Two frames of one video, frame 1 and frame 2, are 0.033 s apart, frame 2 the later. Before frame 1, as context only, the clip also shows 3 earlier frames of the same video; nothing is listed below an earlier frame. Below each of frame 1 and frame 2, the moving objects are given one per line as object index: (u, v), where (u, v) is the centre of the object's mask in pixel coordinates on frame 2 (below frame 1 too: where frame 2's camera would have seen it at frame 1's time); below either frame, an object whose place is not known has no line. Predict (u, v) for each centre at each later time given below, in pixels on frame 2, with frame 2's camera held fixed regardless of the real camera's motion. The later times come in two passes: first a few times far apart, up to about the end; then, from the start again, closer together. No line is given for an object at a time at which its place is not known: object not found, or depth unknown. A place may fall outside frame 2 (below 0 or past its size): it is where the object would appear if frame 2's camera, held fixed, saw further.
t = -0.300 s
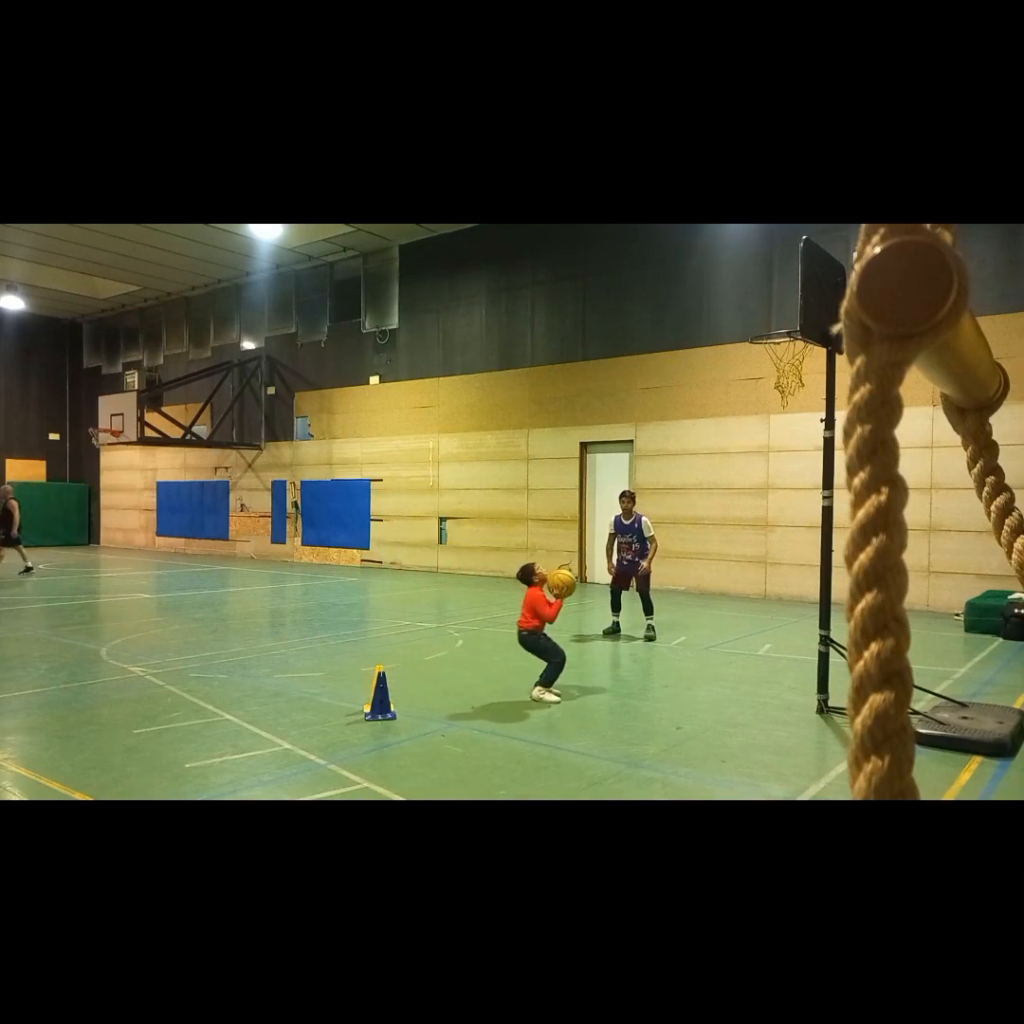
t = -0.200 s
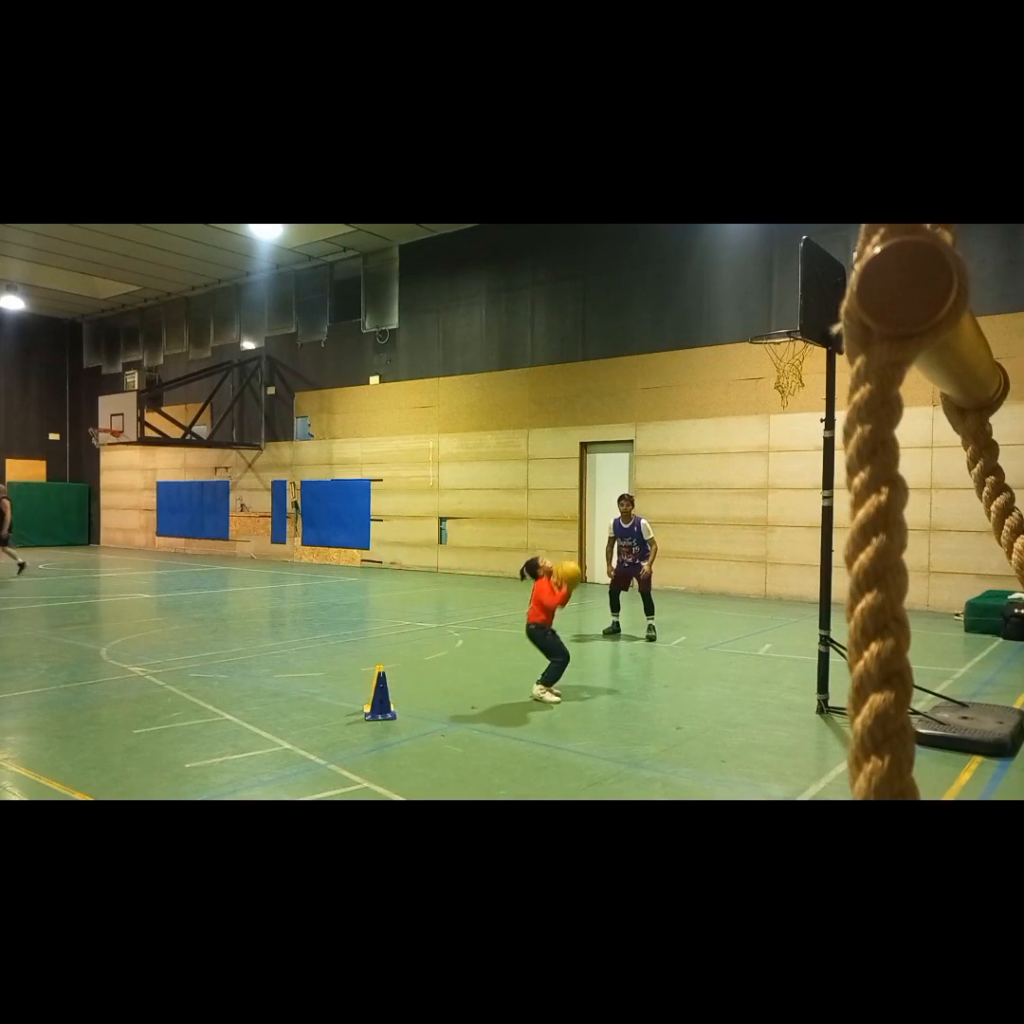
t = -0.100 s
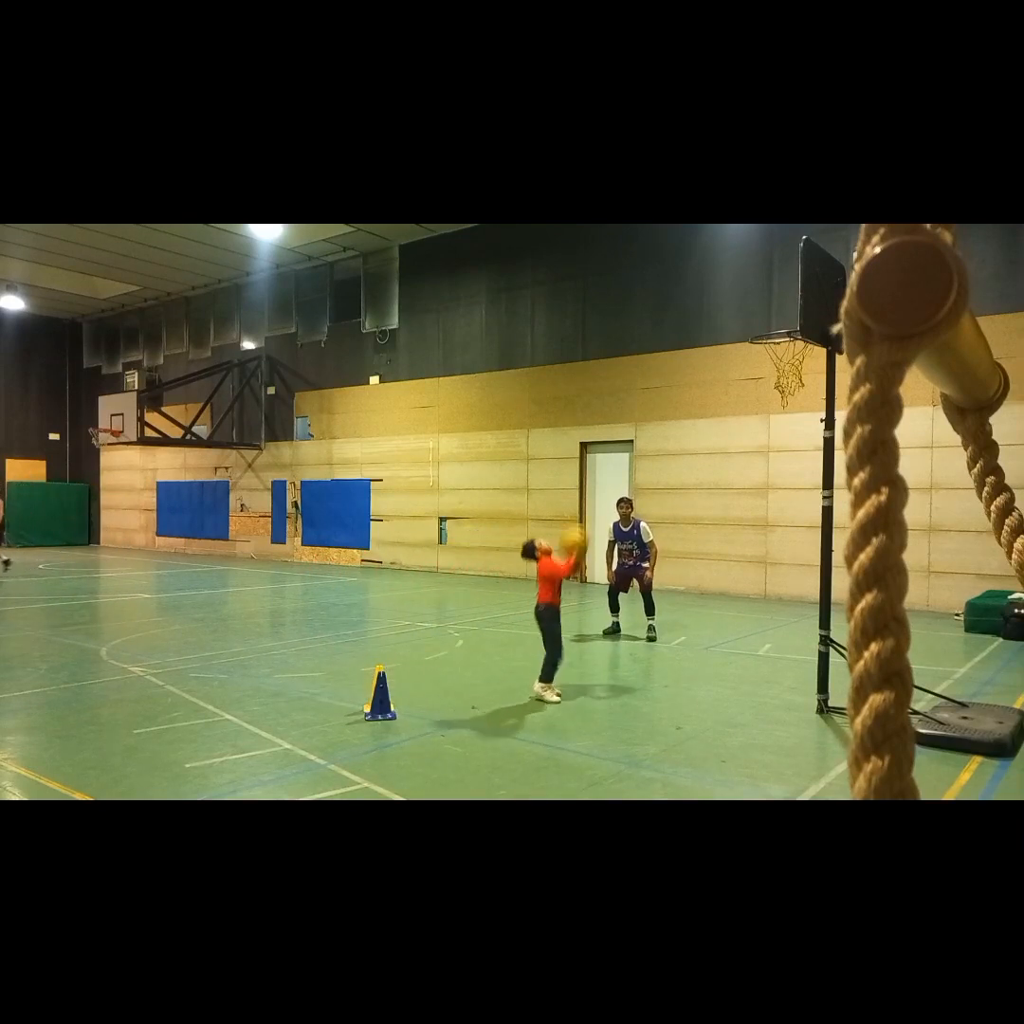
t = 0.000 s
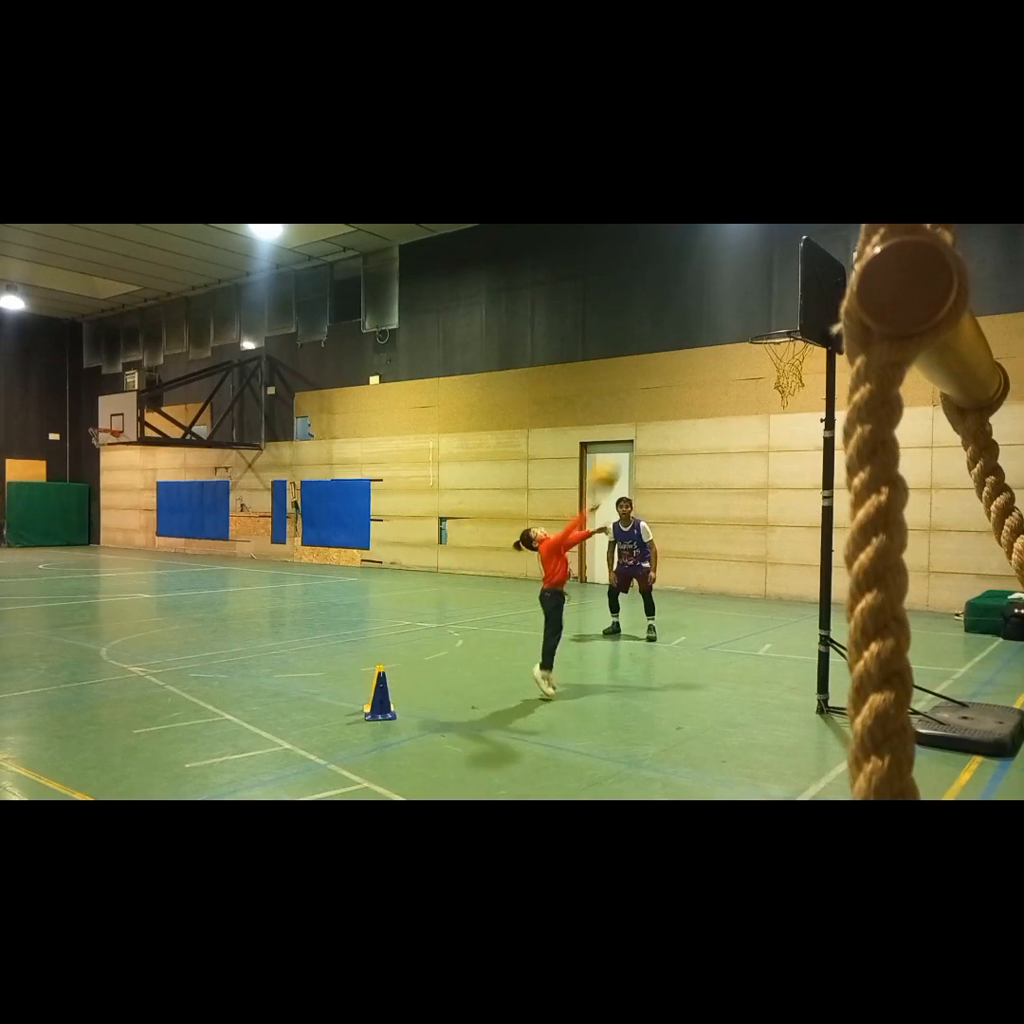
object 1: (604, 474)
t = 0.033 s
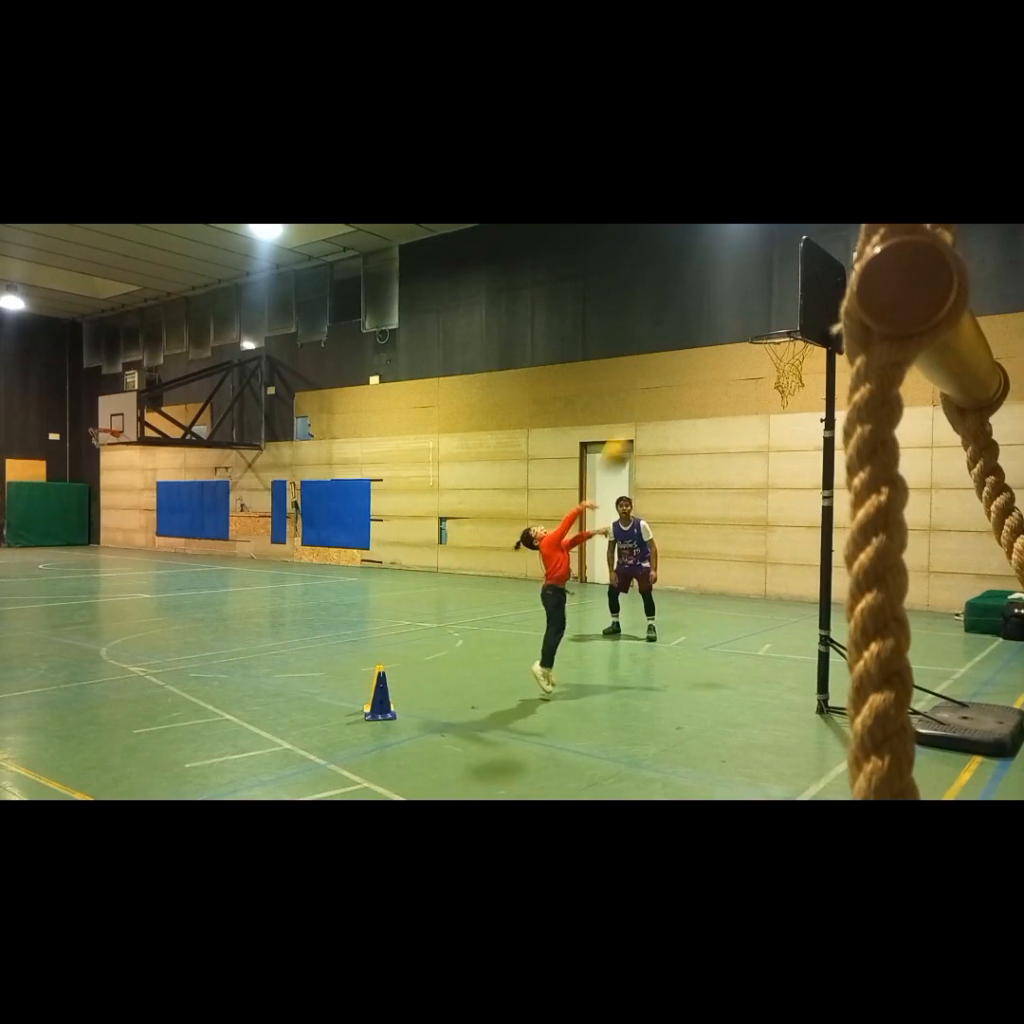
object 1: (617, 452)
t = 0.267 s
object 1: (702, 331)
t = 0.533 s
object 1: (793, 280)
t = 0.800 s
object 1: (788, 353)
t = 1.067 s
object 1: (787, 463)
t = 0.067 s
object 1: (630, 428)
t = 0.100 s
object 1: (640, 411)
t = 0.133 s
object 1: (652, 394)
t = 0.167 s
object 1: (666, 375)
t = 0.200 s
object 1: (679, 359)
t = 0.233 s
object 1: (691, 345)
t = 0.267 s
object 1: (702, 331)
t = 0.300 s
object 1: (716, 316)
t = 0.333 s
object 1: (728, 305)
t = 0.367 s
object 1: (741, 298)
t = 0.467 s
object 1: (782, 282)
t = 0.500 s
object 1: (789, 278)
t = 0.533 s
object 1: (793, 280)
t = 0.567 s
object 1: (793, 283)
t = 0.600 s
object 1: (792, 288)
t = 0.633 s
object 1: (792, 294)
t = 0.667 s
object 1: (790, 301)
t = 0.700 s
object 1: (788, 312)
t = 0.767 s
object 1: (786, 335)
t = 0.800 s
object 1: (788, 353)
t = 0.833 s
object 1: (787, 366)
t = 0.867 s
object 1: (785, 378)
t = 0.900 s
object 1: (784, 392)
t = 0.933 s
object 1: (785, 399)
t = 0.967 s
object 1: (785, 414)
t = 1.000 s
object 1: (785, 427)
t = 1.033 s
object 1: (786, 445)
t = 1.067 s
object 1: (787, 463)
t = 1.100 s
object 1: (787, 482)
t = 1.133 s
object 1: (788, 504)
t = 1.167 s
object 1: (788, 523)
